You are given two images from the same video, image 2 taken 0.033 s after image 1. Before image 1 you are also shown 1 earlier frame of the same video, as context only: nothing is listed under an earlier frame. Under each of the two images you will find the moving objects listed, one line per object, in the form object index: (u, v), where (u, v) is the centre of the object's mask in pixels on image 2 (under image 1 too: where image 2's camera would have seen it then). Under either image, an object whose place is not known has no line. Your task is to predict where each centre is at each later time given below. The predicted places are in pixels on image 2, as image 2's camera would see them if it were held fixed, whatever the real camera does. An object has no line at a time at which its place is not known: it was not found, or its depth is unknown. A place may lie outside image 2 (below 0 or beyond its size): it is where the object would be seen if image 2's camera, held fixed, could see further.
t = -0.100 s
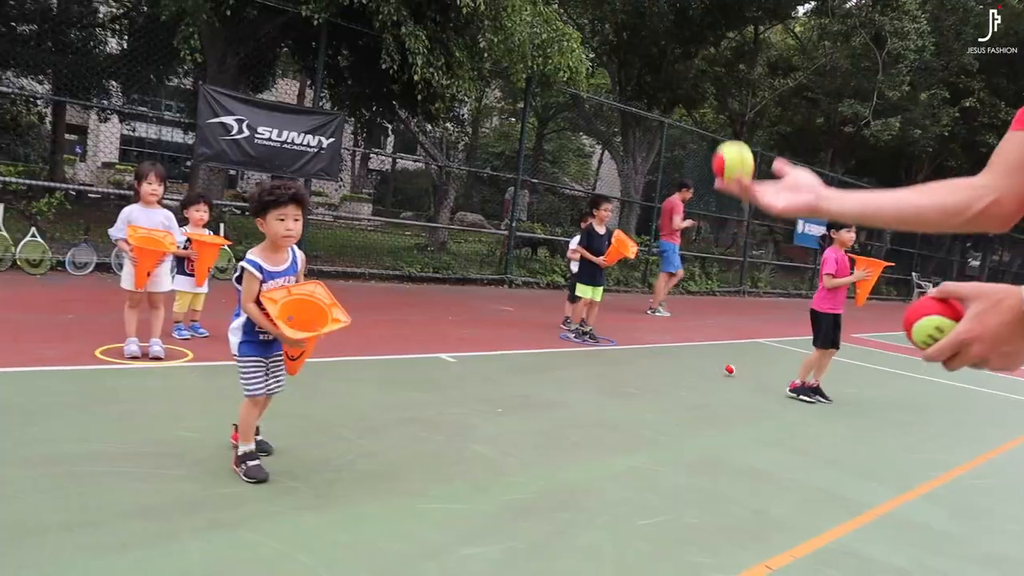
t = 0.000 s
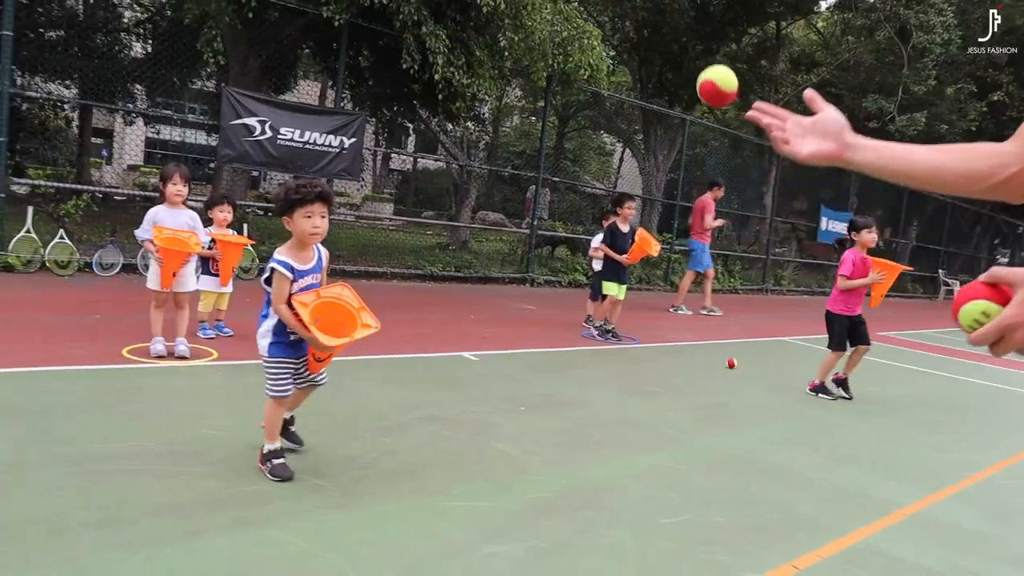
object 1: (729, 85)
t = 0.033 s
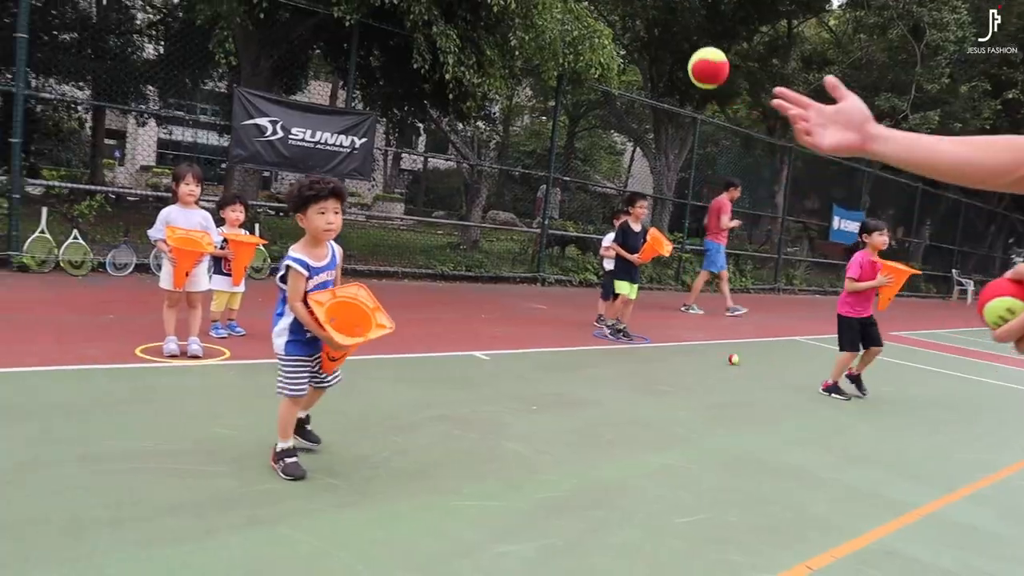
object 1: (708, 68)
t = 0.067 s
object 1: (695, 64)
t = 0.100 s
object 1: (683, 64)
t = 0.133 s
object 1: (671, 71)
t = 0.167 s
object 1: (657, 83)
